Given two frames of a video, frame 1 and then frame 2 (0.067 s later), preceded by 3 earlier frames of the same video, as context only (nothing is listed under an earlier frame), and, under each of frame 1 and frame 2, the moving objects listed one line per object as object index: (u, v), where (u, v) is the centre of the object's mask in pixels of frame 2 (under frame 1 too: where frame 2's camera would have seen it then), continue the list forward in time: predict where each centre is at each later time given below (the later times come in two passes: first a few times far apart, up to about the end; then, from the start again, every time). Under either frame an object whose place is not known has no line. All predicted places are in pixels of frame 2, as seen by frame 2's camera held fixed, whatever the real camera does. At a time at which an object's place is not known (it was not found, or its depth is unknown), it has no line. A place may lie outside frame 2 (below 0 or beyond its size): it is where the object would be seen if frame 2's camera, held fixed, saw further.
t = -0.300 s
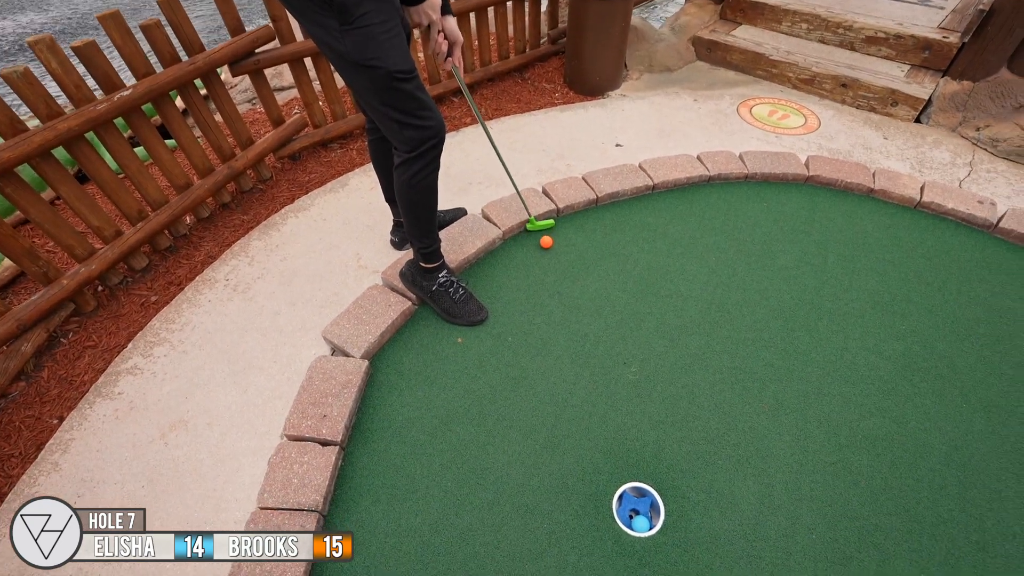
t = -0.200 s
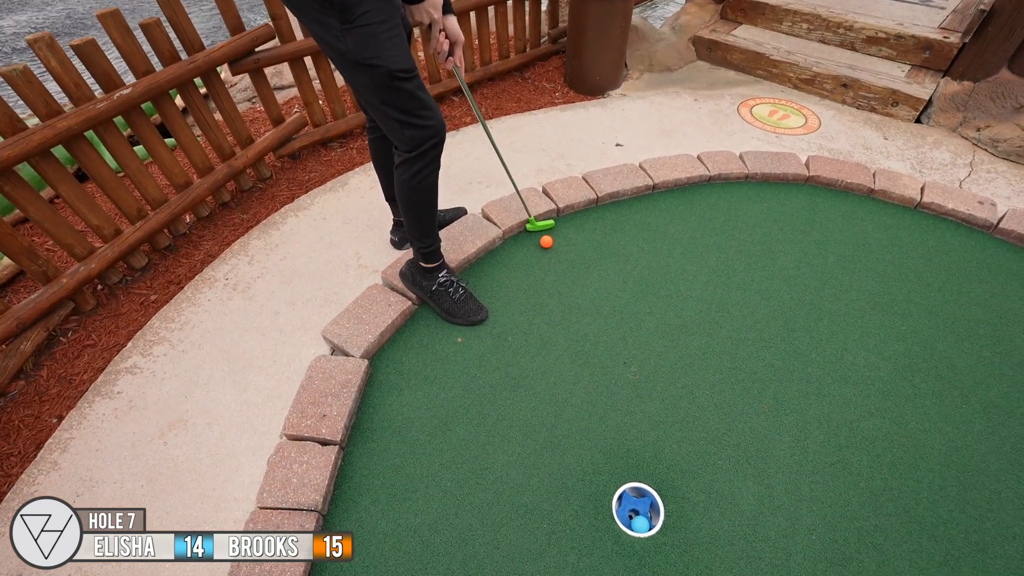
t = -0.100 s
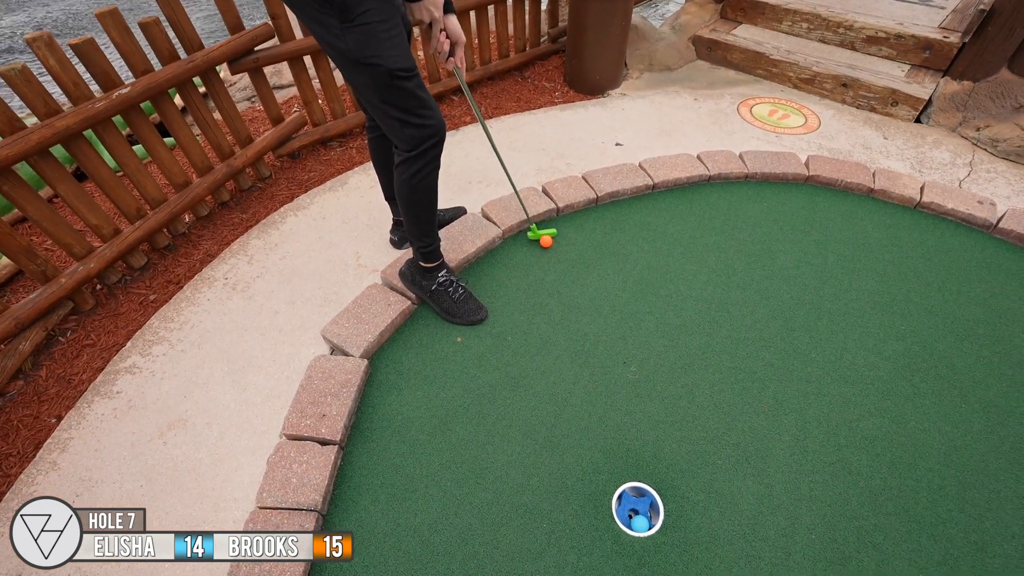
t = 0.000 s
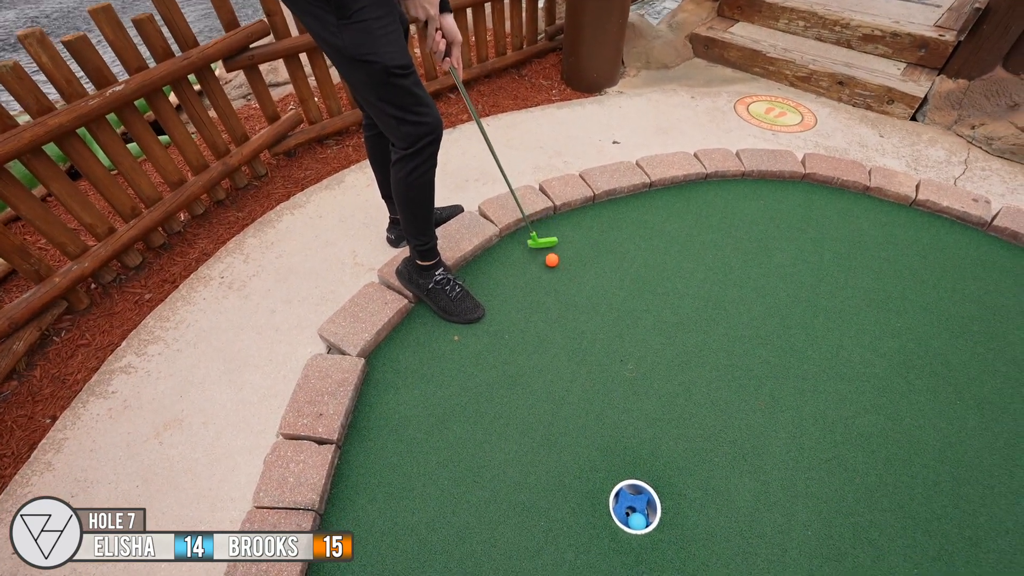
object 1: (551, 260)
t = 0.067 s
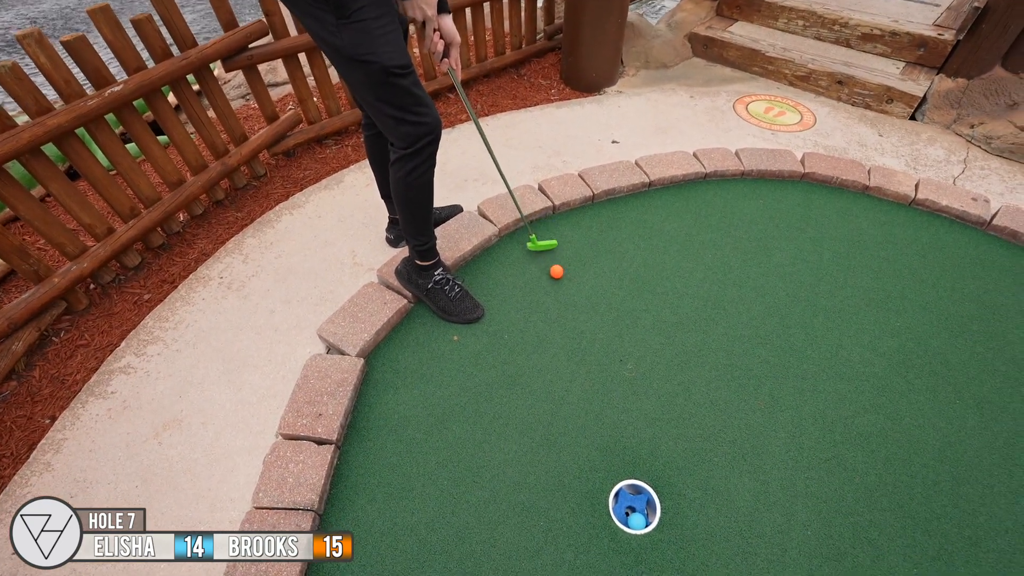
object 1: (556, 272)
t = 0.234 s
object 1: (571, 301)
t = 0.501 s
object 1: (596, 350)
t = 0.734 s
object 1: (619, 393)
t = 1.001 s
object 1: (642, 440)
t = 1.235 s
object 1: (660, 476)
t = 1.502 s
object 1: (669, 515)
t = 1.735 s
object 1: (657, 538)
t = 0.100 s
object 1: (559, 278)
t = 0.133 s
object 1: (562, 283)
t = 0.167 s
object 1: (565, 289)
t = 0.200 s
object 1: (568, 295)
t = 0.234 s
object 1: (571, 301)
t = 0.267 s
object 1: (574, 307)
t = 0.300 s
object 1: (577, 313)
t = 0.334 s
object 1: (580, 319)
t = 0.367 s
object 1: (583, 325)
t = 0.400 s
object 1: (586, 331)
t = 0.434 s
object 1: (589, 338)
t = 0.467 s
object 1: (593, 344)
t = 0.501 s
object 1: (596, 350)
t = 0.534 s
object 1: (599, 356)
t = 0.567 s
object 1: (602, 362)
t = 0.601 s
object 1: (606, 368)
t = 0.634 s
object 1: (609, 375)
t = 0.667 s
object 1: (612, 381)
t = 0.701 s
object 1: (615, 387)
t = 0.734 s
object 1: (619, 393)
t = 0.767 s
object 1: (622, 399)
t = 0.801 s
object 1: (625, 405)
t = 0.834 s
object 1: (628, 411)
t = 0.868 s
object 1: (631, 417)
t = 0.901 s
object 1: (634, 423)
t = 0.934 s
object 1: (637, 429)
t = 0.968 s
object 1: (639, 434)
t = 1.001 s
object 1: (642, 440)
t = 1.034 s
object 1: (644, 446)
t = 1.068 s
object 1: (647, 451)
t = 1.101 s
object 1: (649, 456)
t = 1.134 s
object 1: (652, 461)
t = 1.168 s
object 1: (654, 466)
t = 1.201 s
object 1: (657, 471)
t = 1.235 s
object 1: (660, 476)
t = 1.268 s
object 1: (662, 481)
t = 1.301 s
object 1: (665, 486)
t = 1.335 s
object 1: (666, 491)
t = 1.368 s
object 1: (668, 496)
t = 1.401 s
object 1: (669, 502)
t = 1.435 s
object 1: (669, 507)
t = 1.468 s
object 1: (669, 511)
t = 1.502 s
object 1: (669, 515)
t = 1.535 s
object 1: (669, 520)
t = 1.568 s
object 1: (668, 523)
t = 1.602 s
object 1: (666, 527)
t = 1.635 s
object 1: (664, 530)
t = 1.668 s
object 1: (662, 533)
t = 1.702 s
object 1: (660, 535)
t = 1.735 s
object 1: (657, 538)
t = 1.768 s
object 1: (654, 539)
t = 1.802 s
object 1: (651, 541)
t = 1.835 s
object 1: (649, 542)
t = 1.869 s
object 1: (646, 543)
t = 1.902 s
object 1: (644, 544)
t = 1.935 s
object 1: (641, 546)
